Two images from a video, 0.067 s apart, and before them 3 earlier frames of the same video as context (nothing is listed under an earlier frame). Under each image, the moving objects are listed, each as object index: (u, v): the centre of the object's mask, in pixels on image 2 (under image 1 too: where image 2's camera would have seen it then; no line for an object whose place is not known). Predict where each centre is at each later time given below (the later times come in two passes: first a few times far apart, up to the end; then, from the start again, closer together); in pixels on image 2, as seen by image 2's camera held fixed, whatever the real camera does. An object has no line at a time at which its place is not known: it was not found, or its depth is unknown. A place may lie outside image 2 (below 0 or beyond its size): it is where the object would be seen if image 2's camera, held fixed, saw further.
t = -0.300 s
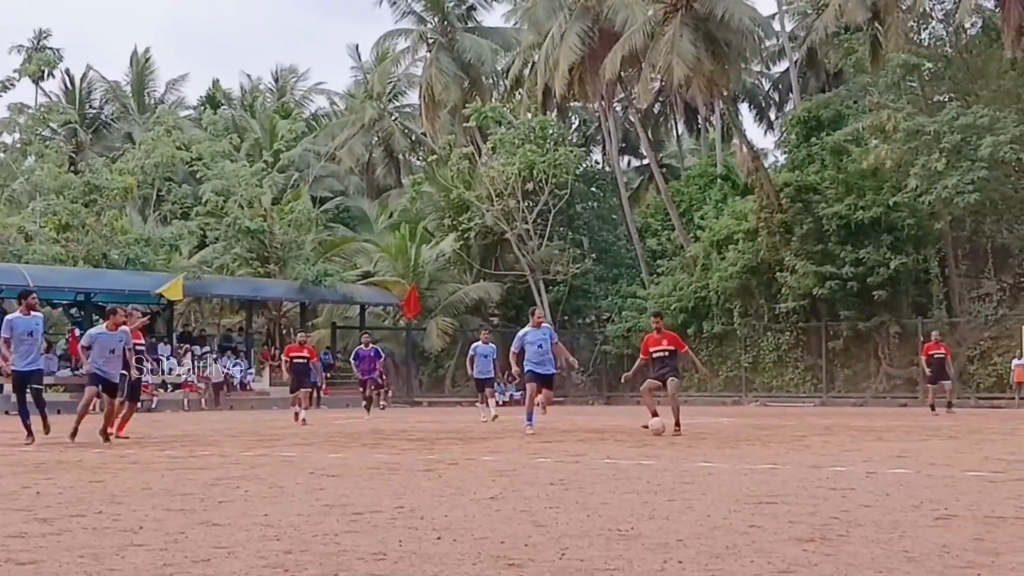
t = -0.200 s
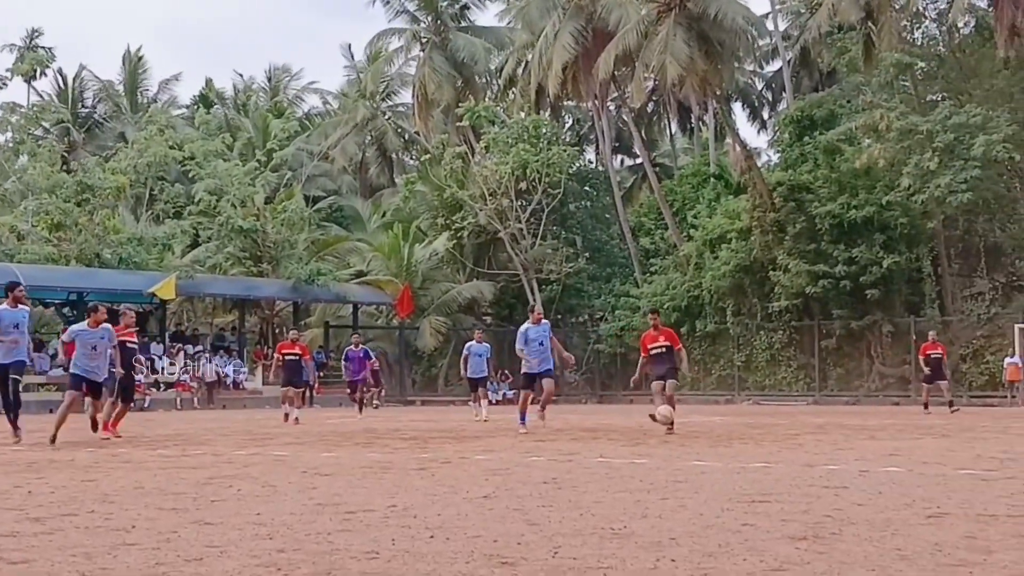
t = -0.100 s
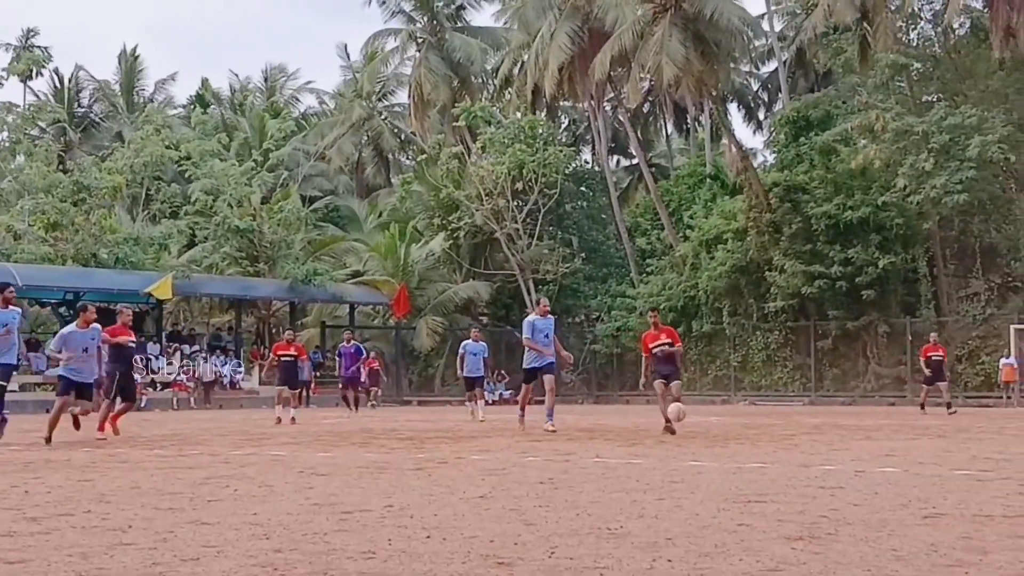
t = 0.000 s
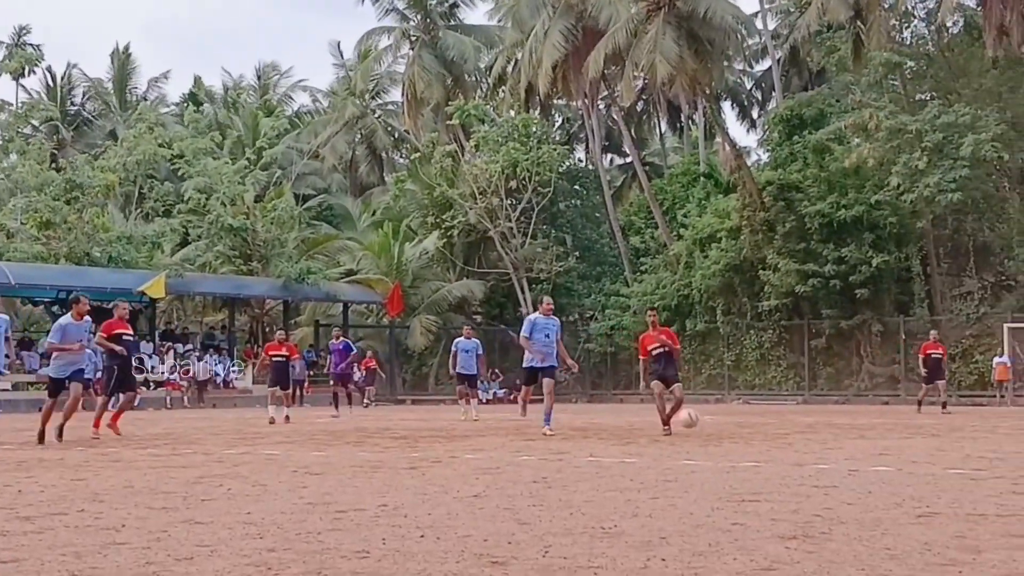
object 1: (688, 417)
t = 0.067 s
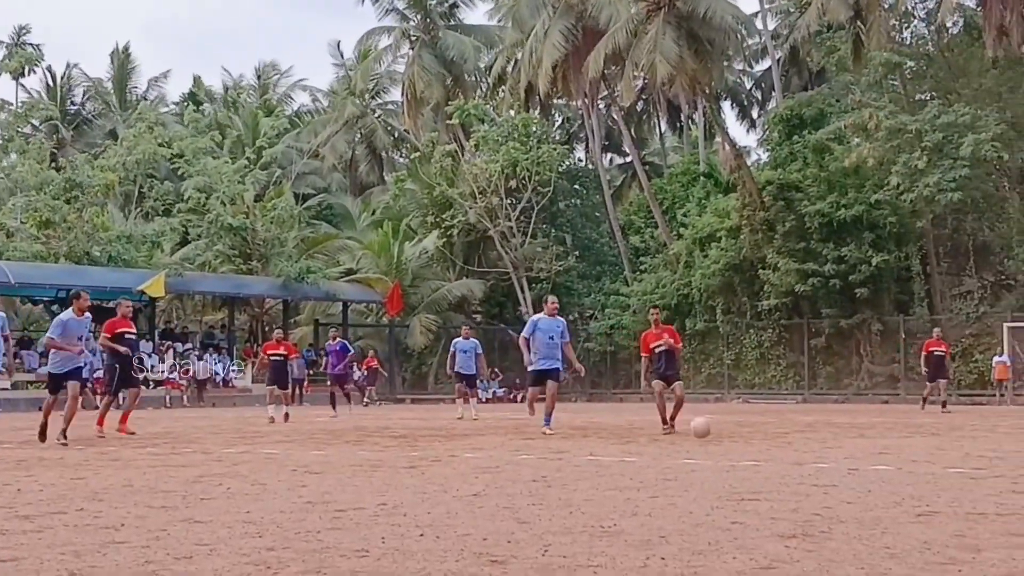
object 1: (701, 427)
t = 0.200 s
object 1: (725, 418)
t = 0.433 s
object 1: (774, 431)
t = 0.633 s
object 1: (826, 433)
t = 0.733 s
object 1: (856, 443)
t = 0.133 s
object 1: (712, 426)
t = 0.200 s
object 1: (725, 418)
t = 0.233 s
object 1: (731, 416)
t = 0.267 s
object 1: (738, 415)
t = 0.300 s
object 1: (745, 416)
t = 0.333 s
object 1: (751, 418)
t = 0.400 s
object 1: (766, 425)
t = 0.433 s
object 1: (774, 431)
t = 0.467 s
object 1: (782, 437)
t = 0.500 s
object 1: (790, 439)
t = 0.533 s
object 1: (798, 435)
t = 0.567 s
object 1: (807, 432)
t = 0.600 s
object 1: (817, 432)
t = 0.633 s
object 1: (826, 433)
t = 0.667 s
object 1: (836, 434)
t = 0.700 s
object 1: (846, 438)
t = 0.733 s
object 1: (856, 443)
